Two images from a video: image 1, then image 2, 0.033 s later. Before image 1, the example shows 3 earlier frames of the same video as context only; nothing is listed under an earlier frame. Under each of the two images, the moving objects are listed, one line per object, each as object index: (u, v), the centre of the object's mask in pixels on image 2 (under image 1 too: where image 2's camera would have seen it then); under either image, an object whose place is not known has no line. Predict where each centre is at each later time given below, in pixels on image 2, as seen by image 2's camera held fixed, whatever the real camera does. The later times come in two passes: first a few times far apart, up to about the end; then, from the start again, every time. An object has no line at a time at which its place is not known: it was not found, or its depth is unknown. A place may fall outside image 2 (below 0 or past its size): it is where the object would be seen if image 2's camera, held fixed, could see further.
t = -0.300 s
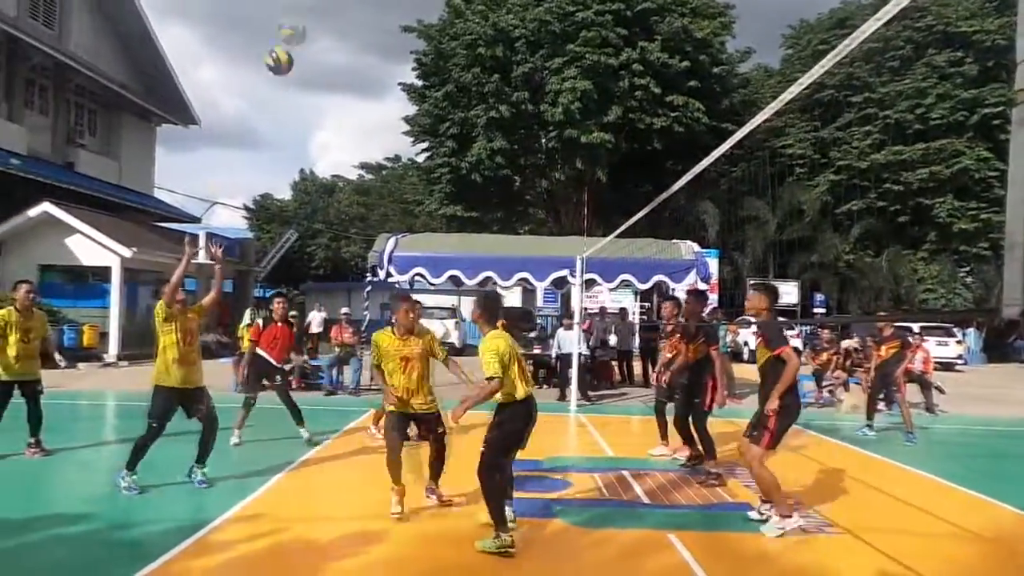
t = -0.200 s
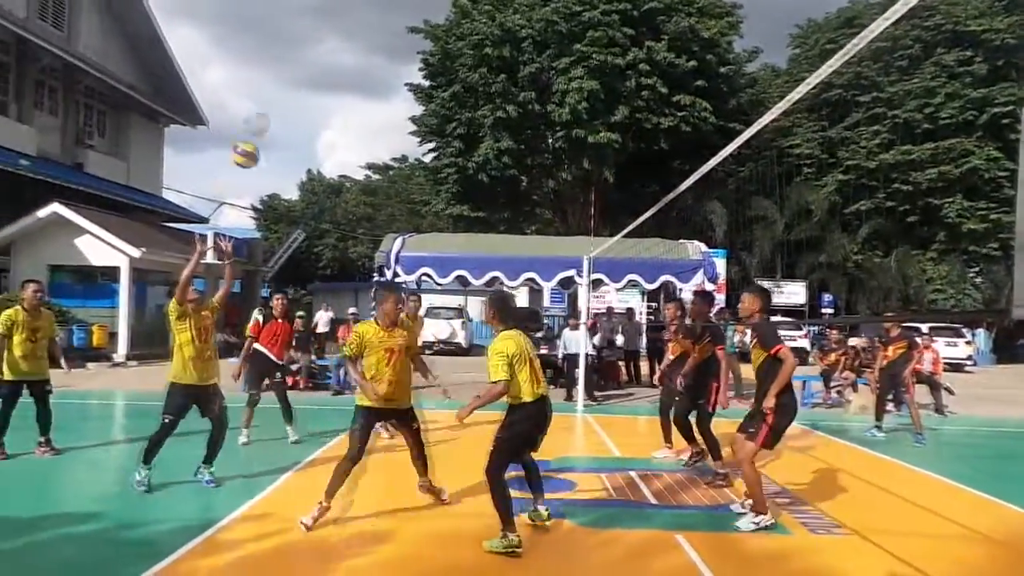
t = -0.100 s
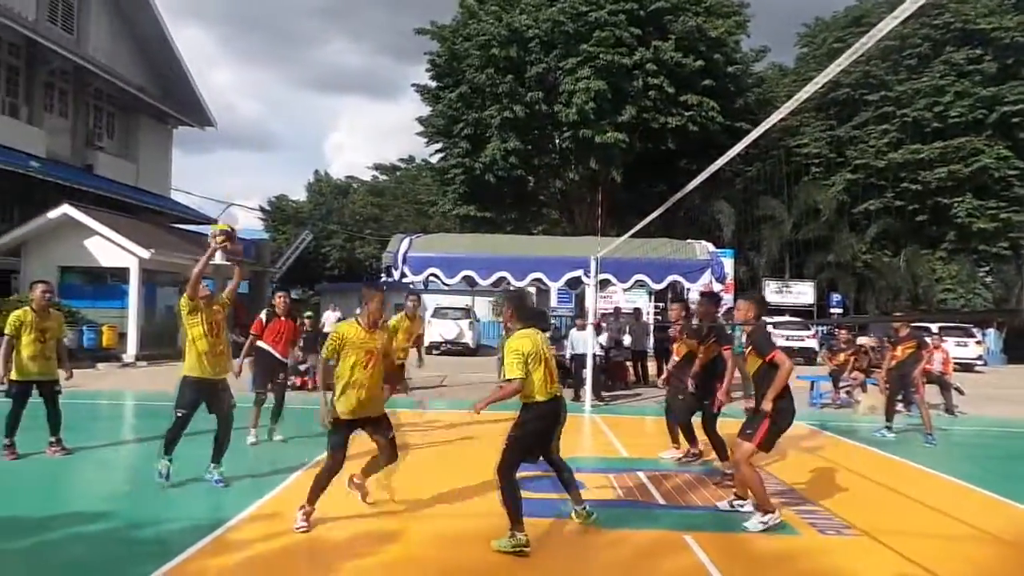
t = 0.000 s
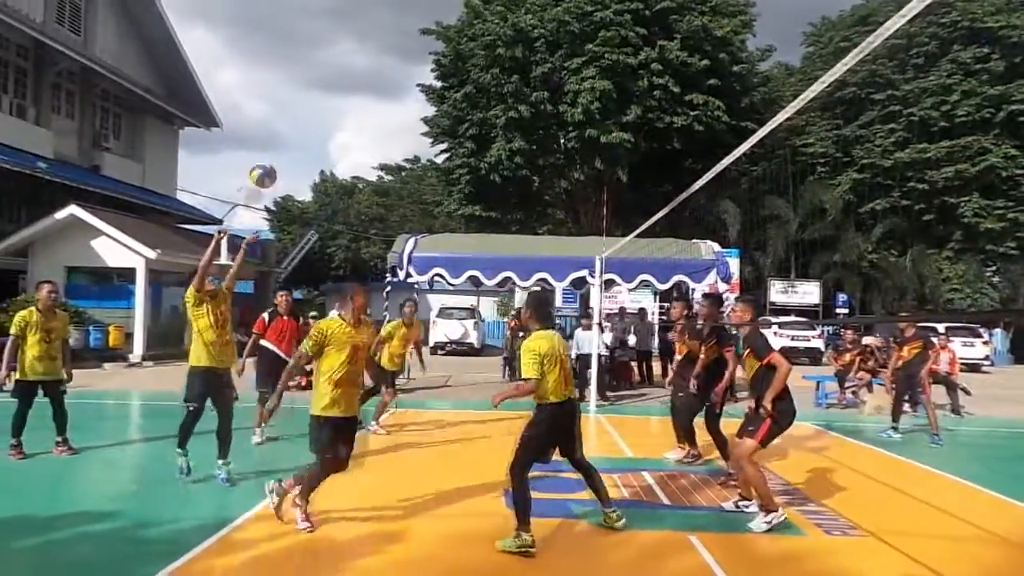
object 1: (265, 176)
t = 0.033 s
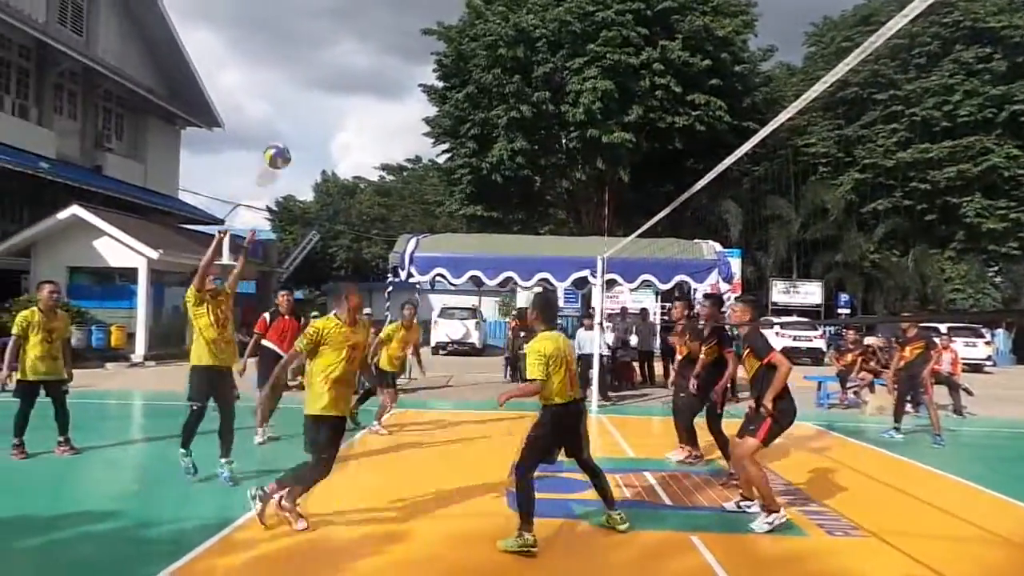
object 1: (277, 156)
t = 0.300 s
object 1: (378, 46)
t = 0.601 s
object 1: (500, 20)
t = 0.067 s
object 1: (290, 139)
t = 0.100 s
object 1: (303, 122)
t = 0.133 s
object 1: (316, 107)
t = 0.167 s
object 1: (327, 92)
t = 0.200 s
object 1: (340, 79)
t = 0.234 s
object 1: (352, 66)
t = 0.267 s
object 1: (365, 56)
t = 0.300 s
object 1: (378, 46)
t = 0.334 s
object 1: (391, 37)
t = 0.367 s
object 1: (404, 30)
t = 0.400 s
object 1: (417, 24)
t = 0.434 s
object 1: (430, 20)
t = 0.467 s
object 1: (444, 18)
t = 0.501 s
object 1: (458, 14)
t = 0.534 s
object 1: (471, 13)
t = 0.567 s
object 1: (486, 16)
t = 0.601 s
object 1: (500, 20)
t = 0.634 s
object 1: (514, 23)
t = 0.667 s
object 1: (529, 29)
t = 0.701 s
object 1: (543, 38)
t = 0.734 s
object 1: (558, 47)
